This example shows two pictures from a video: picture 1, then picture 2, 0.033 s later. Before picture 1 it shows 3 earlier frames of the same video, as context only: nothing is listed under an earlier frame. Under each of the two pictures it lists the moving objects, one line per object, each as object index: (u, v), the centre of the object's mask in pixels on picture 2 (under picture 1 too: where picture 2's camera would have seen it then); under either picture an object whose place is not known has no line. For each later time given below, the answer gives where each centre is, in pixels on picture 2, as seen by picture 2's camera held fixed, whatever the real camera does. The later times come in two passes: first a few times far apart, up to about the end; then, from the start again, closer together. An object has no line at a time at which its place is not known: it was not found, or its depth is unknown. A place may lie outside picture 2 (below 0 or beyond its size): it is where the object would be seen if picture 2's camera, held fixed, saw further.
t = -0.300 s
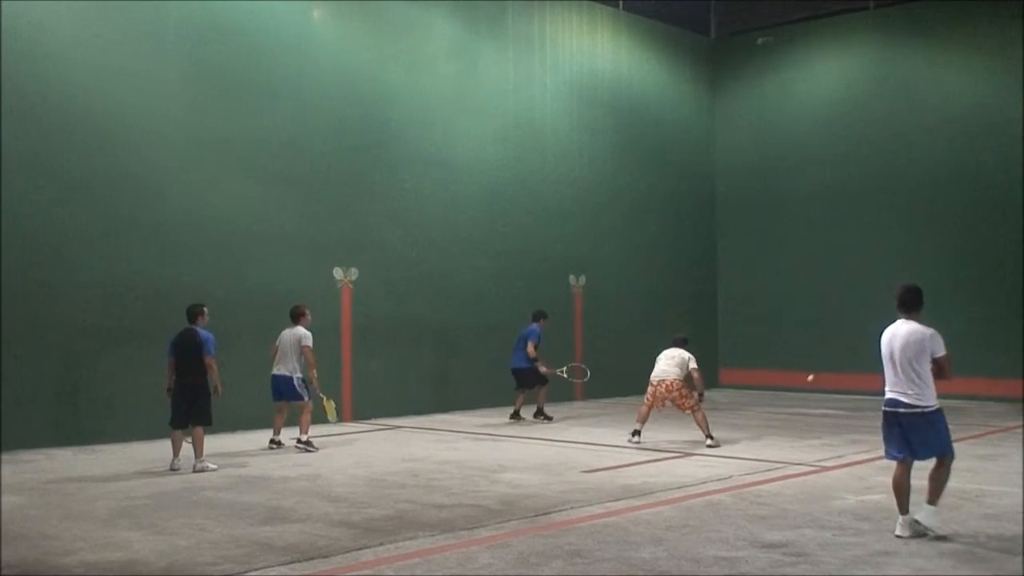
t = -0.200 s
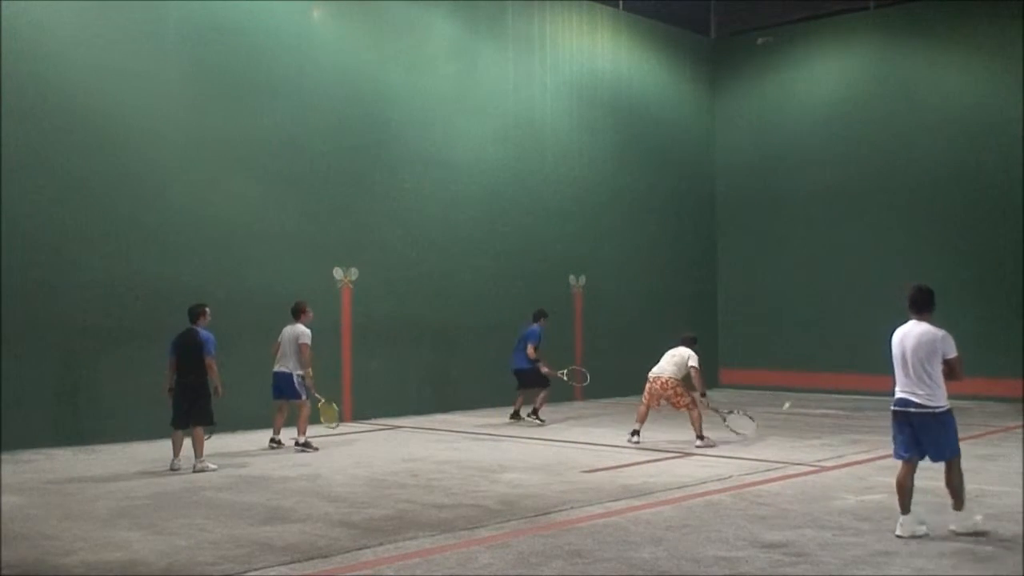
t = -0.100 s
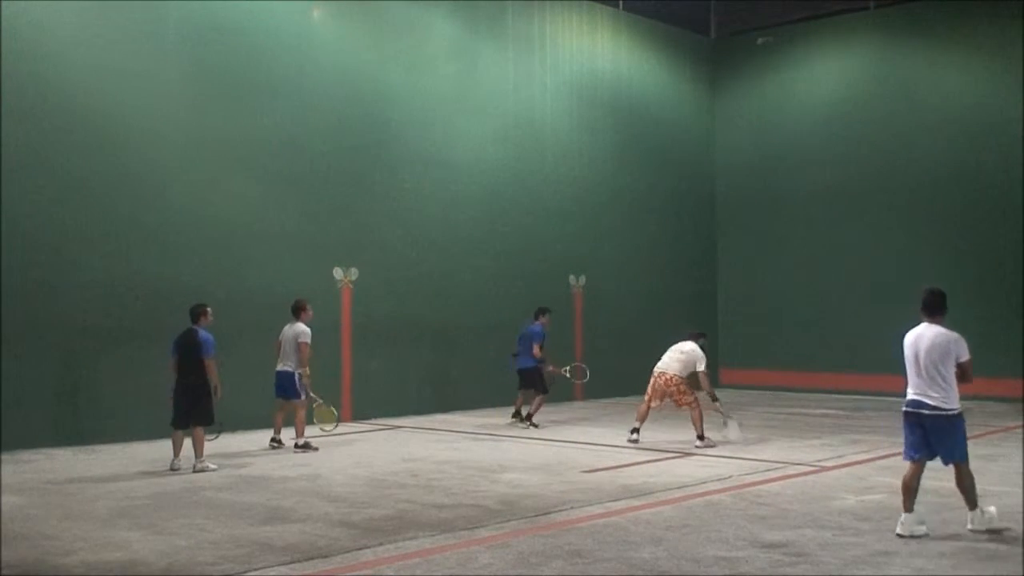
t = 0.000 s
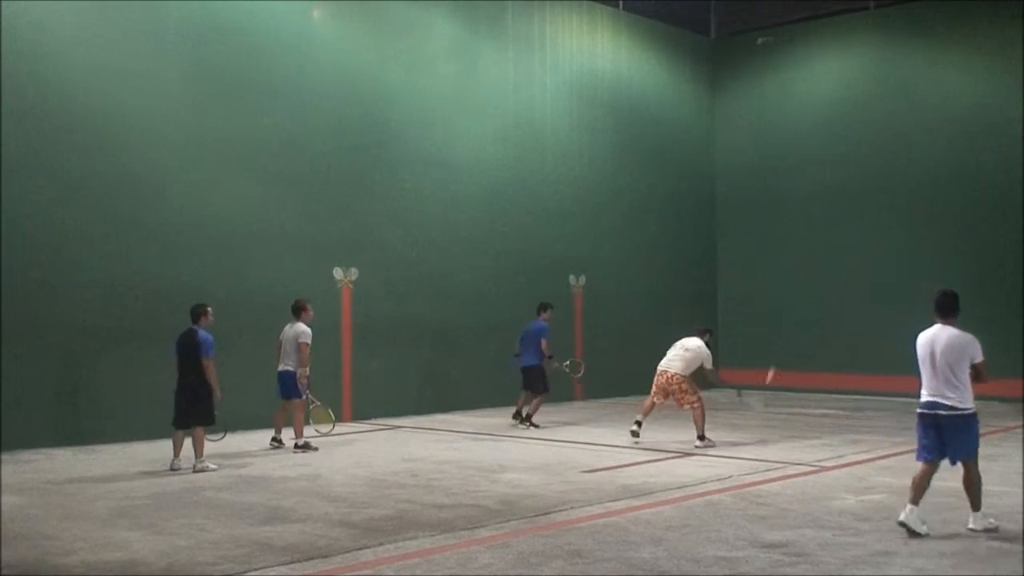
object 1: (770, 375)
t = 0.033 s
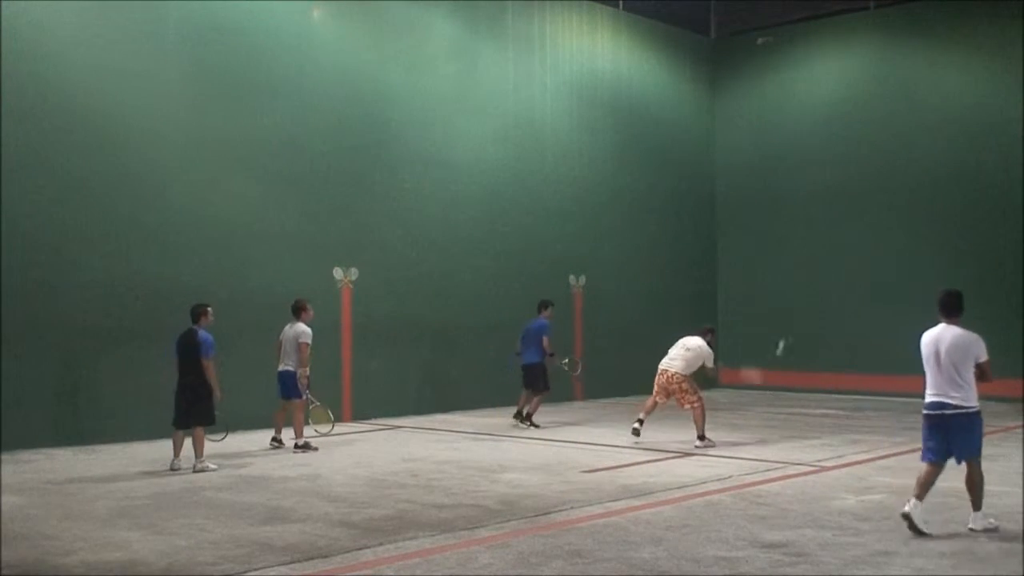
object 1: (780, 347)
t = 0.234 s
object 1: (825, 241)
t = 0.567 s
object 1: (753, 185)
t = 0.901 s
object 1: (568, 202)
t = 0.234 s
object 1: (825, 241)
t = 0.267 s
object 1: (831, 229)
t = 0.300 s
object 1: (836, 221)
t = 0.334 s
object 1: (840, 210)
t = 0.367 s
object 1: (847, 205)
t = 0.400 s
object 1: (840, 199)
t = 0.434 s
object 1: (823, 195)
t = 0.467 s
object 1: (806, 192)
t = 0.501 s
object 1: (787, 189)
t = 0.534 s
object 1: (772, 186)
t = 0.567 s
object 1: (753, 185)
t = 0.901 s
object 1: (568, 202)
